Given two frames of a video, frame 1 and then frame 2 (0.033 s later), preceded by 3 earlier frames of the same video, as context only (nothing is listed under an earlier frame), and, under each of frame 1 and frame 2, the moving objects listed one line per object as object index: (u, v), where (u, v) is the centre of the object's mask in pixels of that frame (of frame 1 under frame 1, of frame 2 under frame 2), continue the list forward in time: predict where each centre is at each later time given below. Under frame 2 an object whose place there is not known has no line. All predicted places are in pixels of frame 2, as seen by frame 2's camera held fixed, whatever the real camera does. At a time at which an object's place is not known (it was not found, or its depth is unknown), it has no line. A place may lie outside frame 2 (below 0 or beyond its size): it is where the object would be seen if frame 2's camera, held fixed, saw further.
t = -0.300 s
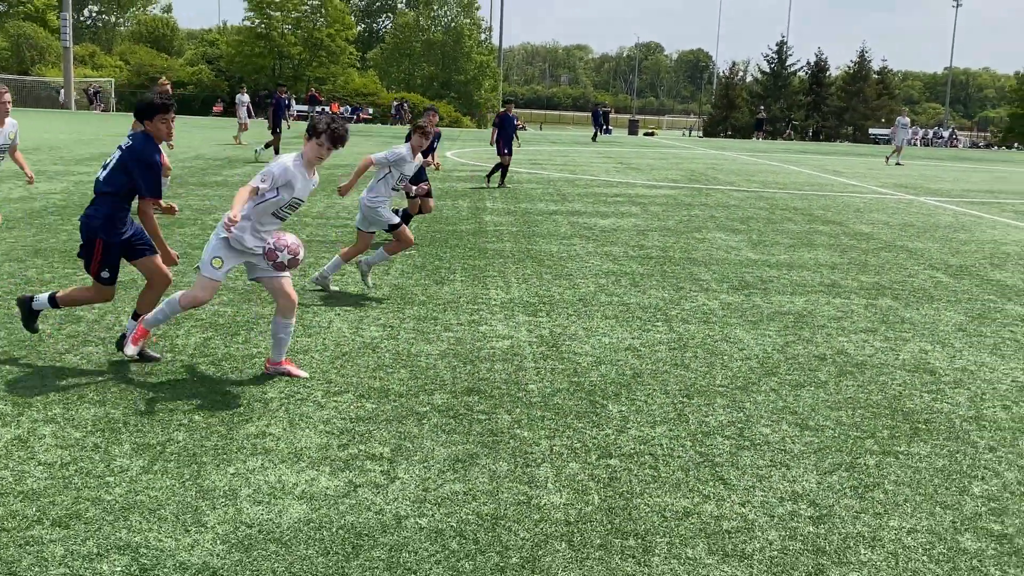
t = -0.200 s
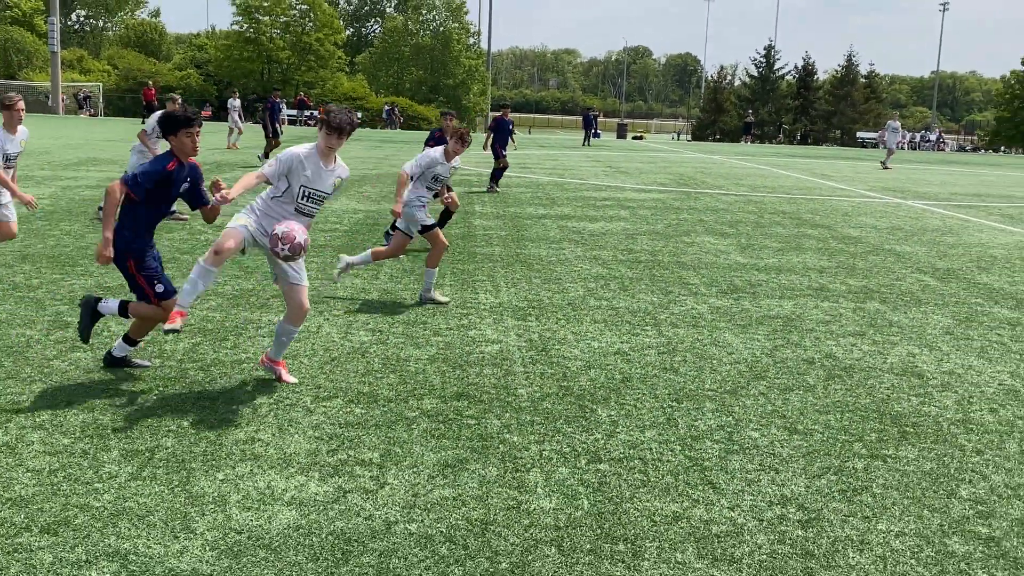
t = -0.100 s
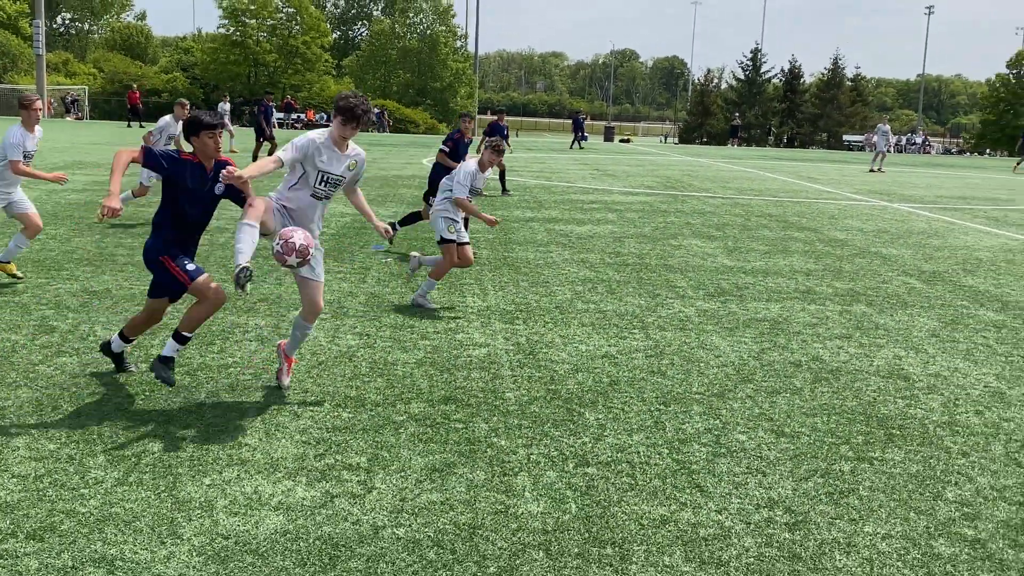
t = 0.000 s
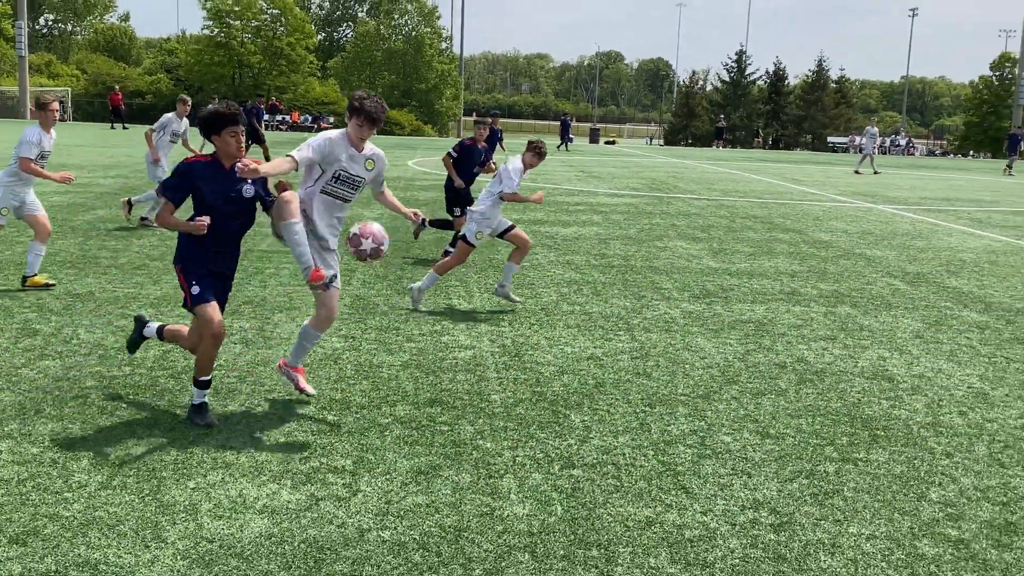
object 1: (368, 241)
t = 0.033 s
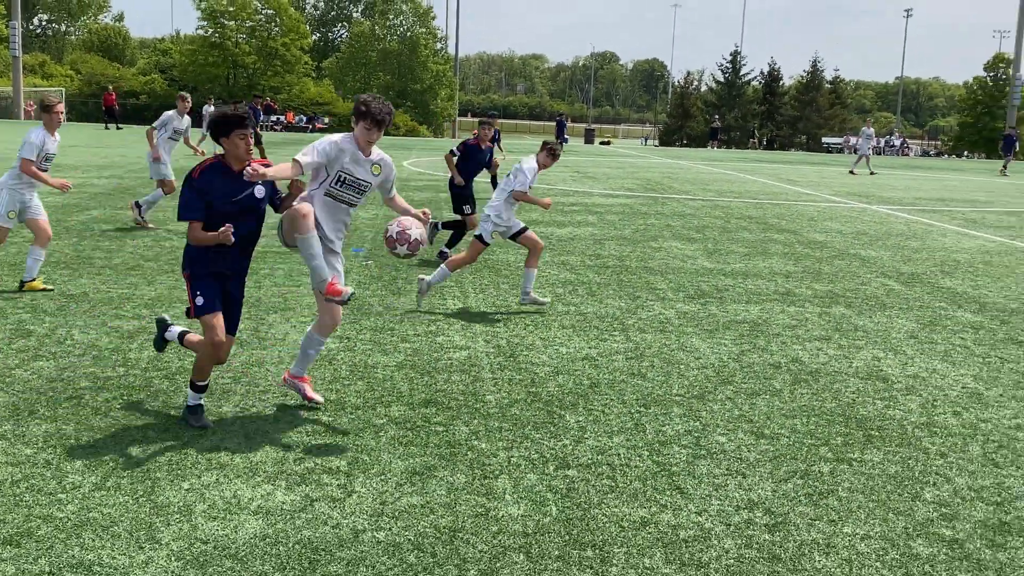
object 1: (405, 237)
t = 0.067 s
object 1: (446, 236)
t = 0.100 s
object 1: (487, 236)
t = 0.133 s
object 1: (528, 237)
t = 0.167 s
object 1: (567, 241)
